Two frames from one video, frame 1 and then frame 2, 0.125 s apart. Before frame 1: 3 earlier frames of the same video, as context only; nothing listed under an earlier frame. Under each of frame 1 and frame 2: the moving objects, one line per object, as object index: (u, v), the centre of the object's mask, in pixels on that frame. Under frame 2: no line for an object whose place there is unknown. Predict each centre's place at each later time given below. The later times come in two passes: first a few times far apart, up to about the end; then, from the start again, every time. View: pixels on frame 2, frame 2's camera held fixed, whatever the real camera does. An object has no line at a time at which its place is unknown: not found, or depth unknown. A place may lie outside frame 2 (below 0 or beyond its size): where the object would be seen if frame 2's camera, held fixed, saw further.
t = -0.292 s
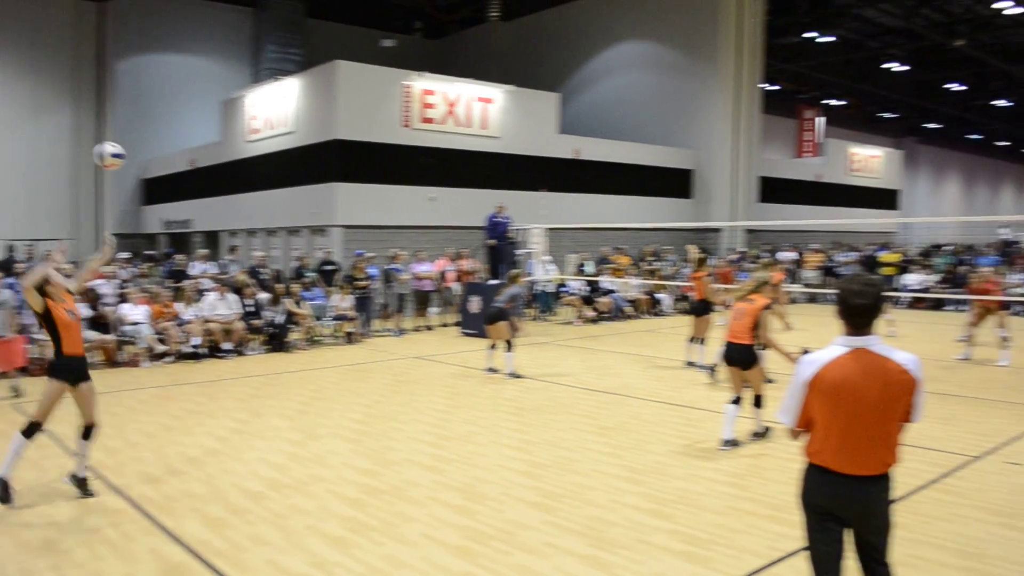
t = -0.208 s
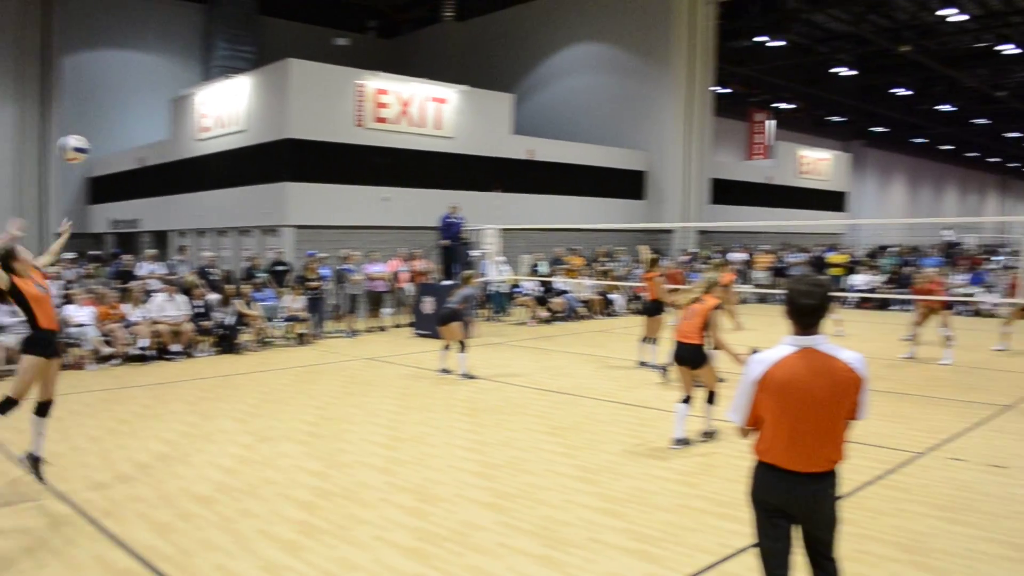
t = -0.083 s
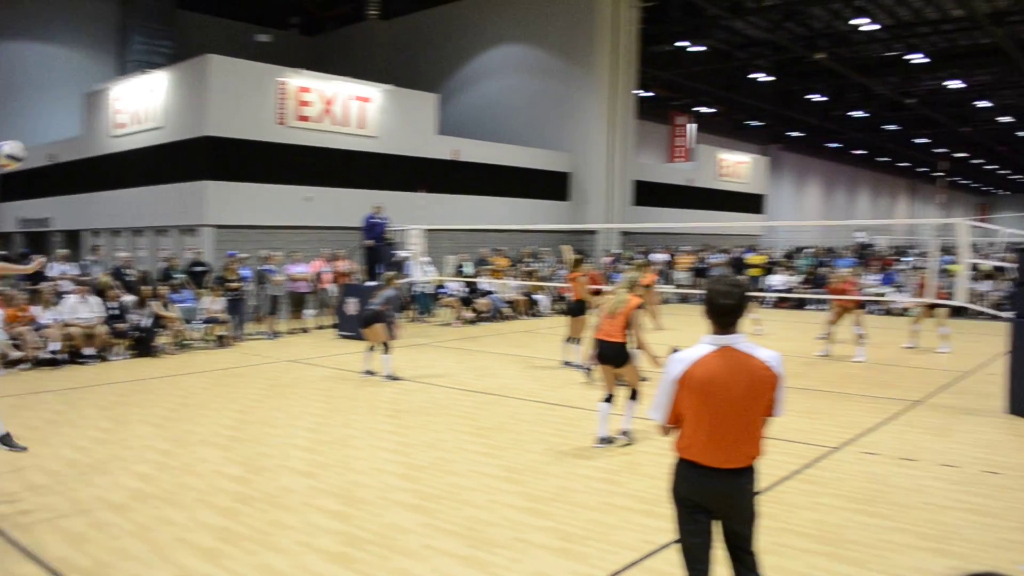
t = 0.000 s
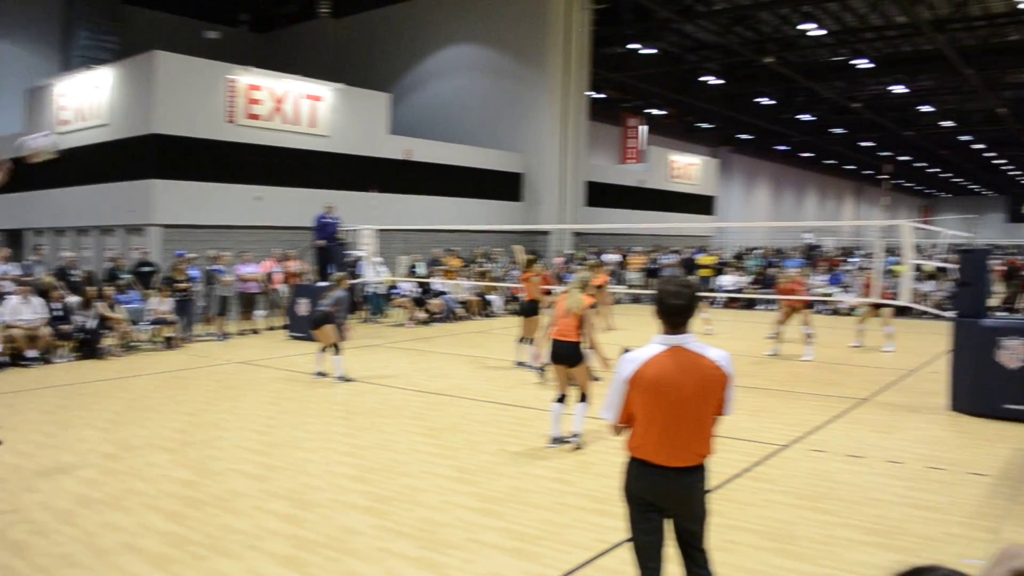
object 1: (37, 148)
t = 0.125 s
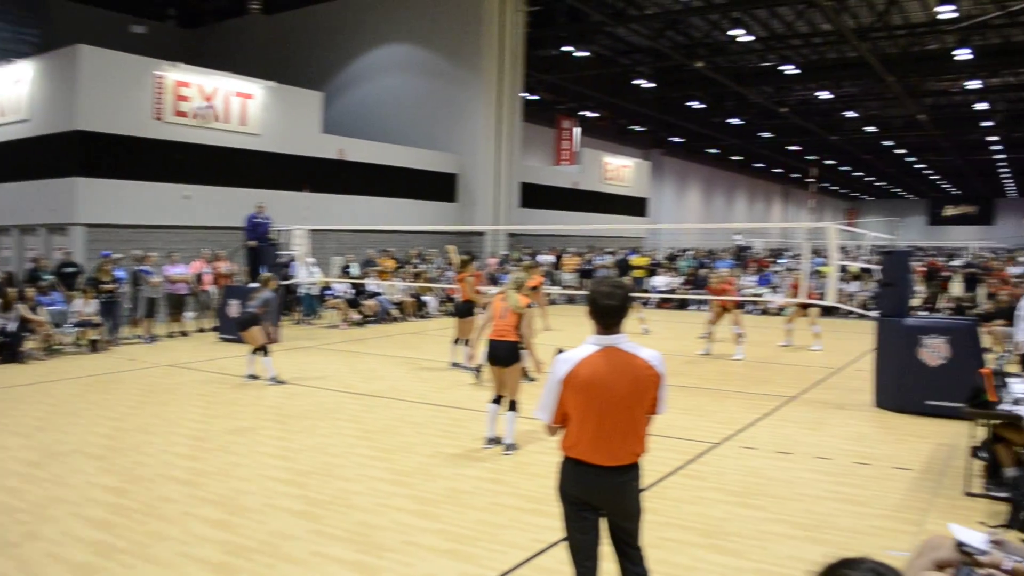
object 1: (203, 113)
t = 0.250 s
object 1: (375, 109)
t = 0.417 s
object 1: (537, 127)
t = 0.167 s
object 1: (269, 109)
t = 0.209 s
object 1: (325, 107)
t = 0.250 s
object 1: (375, 109)
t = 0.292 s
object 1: (421, 111)
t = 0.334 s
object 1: (462, 115)
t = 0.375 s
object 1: (501, 119)
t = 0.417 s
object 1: (537, 127)
